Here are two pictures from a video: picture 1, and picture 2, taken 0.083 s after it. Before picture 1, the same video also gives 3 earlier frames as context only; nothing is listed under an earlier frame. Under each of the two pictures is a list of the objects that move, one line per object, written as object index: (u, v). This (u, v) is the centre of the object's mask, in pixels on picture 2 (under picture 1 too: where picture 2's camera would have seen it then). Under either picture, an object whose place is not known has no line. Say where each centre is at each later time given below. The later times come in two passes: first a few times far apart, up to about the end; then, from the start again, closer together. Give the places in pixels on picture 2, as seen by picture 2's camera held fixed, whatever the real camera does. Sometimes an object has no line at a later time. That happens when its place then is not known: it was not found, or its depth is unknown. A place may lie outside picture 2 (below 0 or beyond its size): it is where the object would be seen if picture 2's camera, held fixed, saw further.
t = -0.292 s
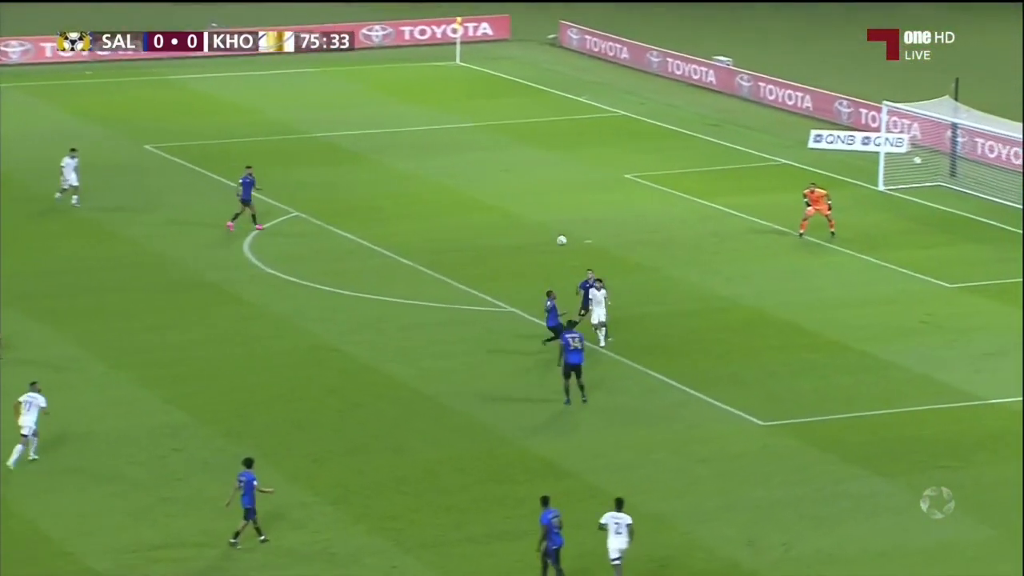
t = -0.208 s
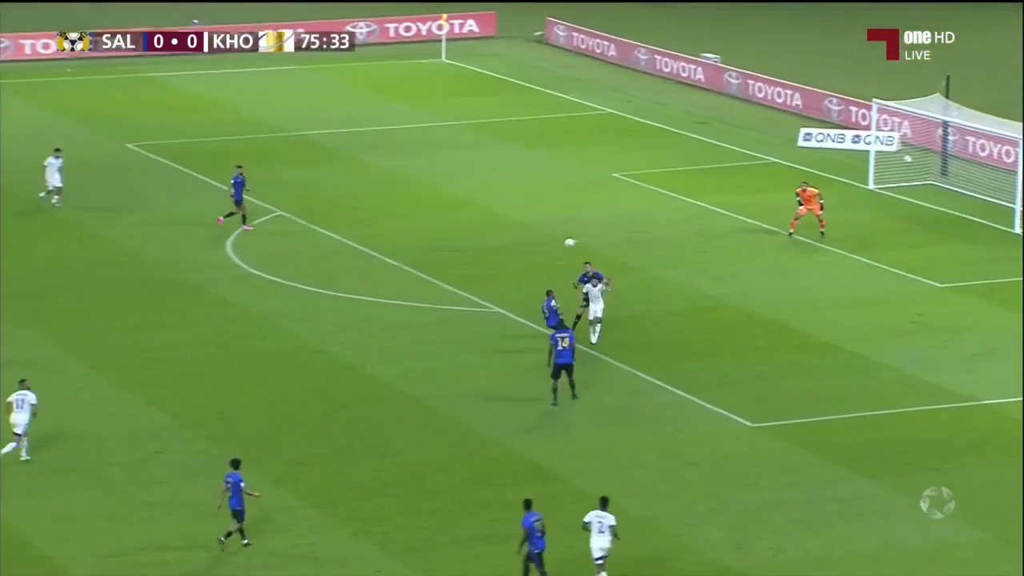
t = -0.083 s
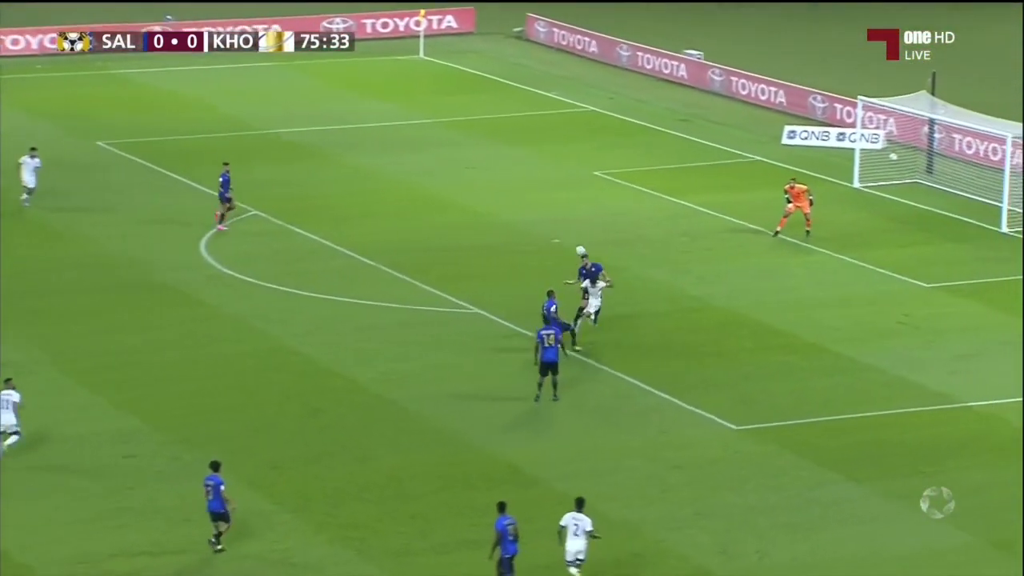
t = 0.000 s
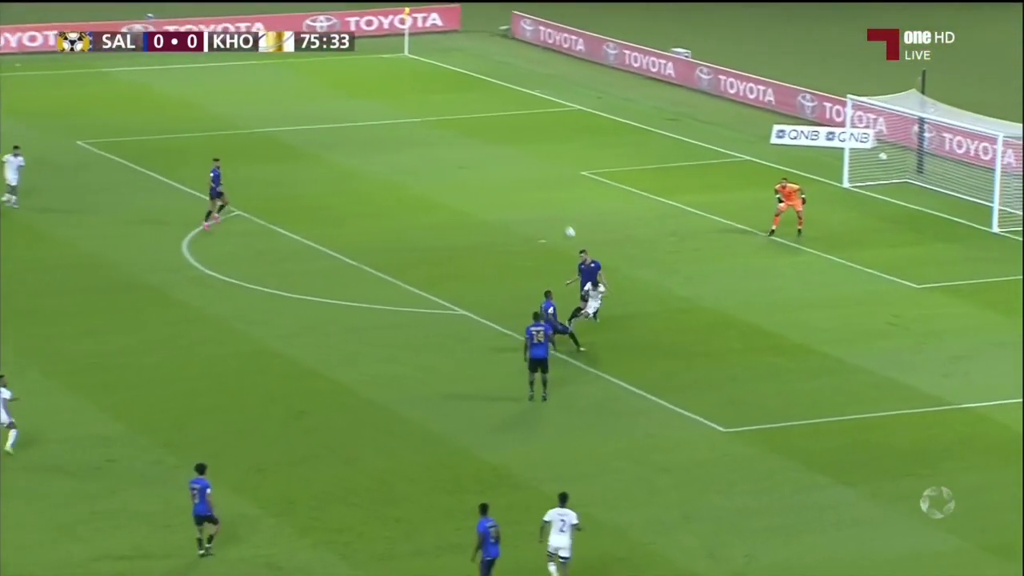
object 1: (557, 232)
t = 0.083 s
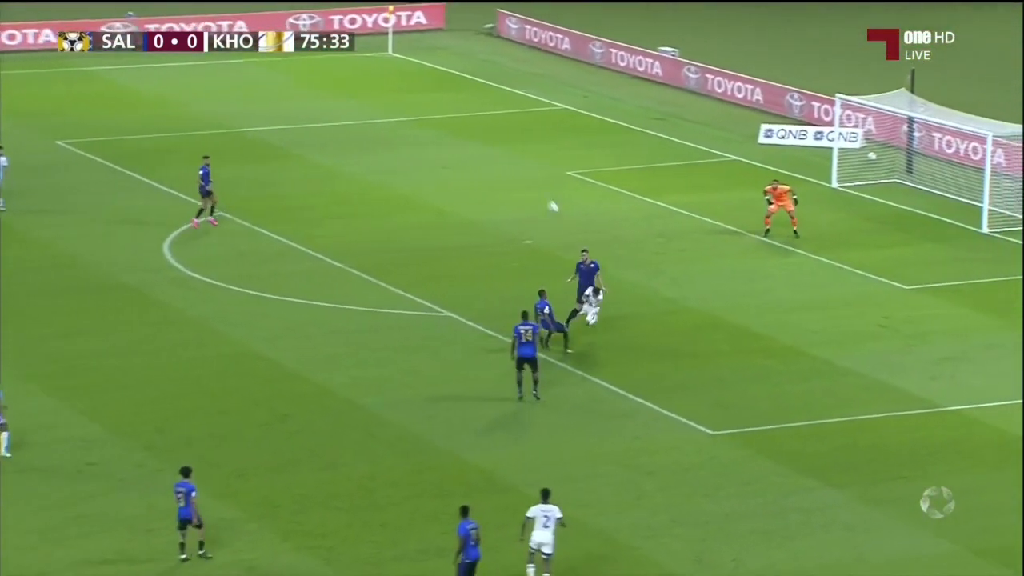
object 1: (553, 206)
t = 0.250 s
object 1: (542, 162)
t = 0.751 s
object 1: (521, 92)
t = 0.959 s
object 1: (514, 93)
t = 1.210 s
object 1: (506, 121)
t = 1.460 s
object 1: (497, 174)
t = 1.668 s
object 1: (491, 238)
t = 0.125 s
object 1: (554, 194)
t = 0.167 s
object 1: (550, 183)
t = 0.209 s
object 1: (546, 172)
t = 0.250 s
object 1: (542, 162)
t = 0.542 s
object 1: (528, 109)
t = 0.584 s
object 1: (529, 104)
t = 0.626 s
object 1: (526, 101)
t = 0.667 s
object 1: (526, 97)
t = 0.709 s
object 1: (524, 94)
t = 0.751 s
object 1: (521, 92)
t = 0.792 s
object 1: (519, 91)
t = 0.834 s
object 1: (519, 91)
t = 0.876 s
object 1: (518, 91)
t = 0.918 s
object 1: (517, 91)
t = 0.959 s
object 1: (514, 93)
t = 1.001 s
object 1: (513, 96)
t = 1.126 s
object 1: (508, 109)
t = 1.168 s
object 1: (507, 114)
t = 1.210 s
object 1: (506, 121)
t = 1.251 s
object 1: (505, 127)
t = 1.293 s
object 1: (503, 136)
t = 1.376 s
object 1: (499, 153)
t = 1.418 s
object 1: (498, 164)
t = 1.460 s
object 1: (497, 174)
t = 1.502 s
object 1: (495, 186)
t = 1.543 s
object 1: (493, 197)
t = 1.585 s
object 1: (493, 210)
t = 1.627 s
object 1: (492, 224)
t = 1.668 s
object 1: (491, 238)
